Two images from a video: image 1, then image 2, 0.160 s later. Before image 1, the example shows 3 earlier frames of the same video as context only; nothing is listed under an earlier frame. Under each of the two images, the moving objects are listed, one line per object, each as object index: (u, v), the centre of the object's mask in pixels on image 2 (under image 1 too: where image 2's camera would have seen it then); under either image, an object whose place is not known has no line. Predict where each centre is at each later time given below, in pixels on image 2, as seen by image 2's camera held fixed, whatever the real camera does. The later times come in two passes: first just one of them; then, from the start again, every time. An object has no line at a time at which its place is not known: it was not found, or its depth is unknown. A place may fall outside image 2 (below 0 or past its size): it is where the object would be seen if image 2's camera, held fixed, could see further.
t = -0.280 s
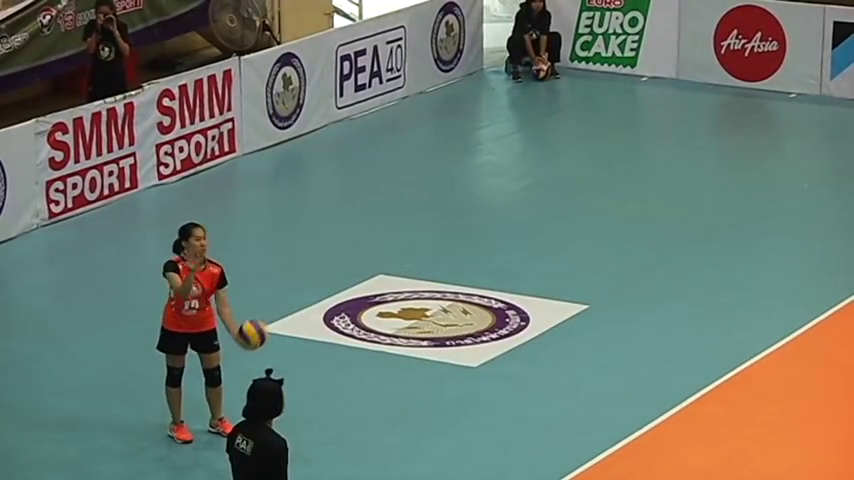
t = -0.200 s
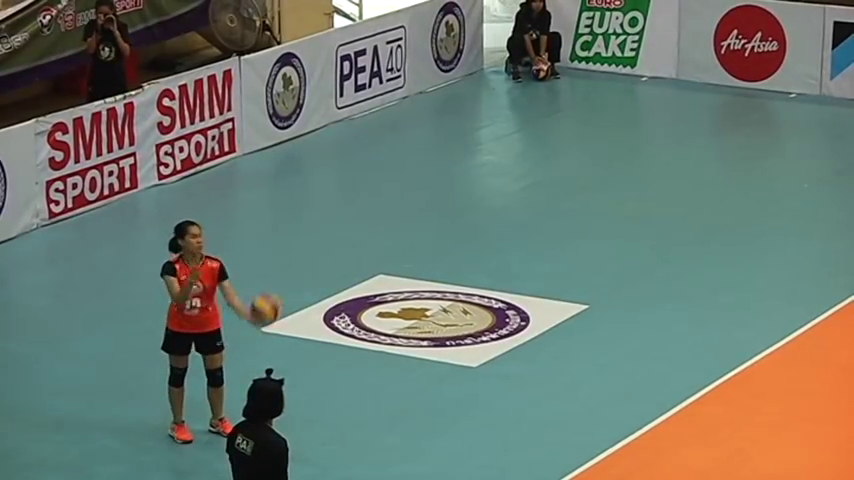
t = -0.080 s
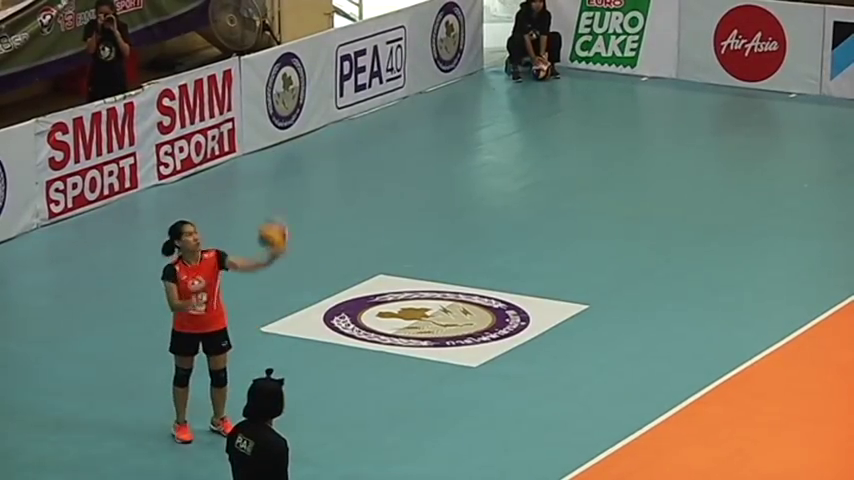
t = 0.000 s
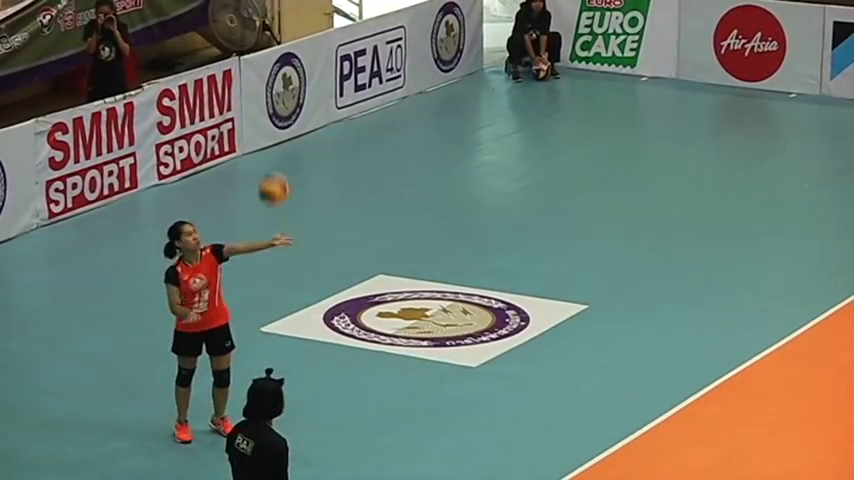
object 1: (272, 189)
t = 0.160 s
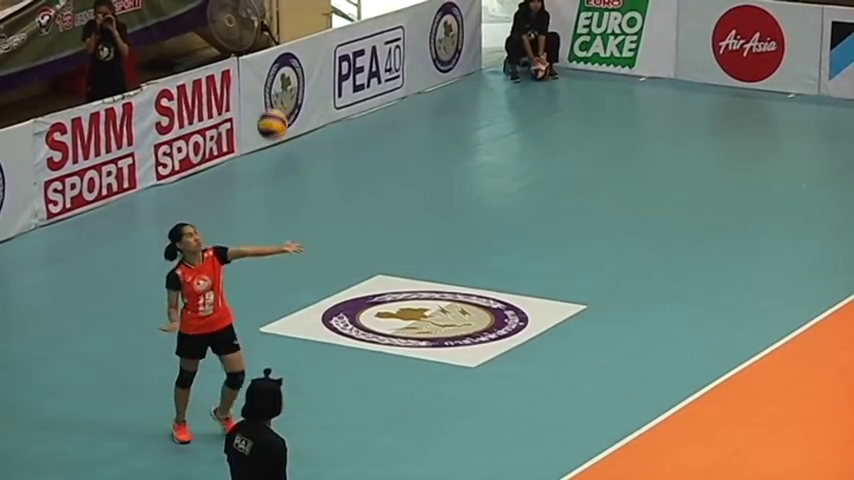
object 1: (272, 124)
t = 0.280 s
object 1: (272, 98)
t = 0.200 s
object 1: (273, 114)
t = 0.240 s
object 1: (273, 105)
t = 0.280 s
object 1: (272, 98)
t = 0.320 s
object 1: (273, 94)
